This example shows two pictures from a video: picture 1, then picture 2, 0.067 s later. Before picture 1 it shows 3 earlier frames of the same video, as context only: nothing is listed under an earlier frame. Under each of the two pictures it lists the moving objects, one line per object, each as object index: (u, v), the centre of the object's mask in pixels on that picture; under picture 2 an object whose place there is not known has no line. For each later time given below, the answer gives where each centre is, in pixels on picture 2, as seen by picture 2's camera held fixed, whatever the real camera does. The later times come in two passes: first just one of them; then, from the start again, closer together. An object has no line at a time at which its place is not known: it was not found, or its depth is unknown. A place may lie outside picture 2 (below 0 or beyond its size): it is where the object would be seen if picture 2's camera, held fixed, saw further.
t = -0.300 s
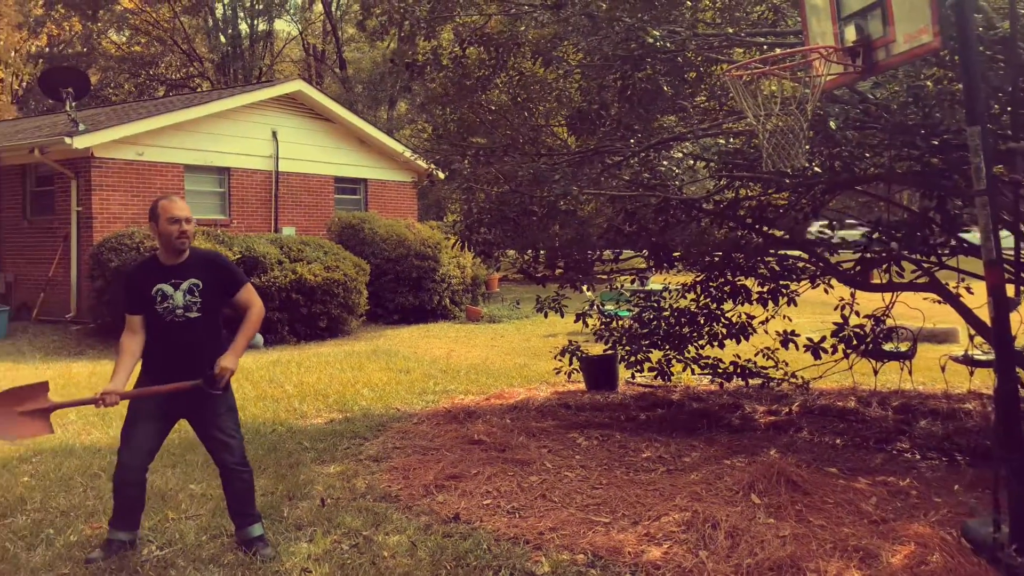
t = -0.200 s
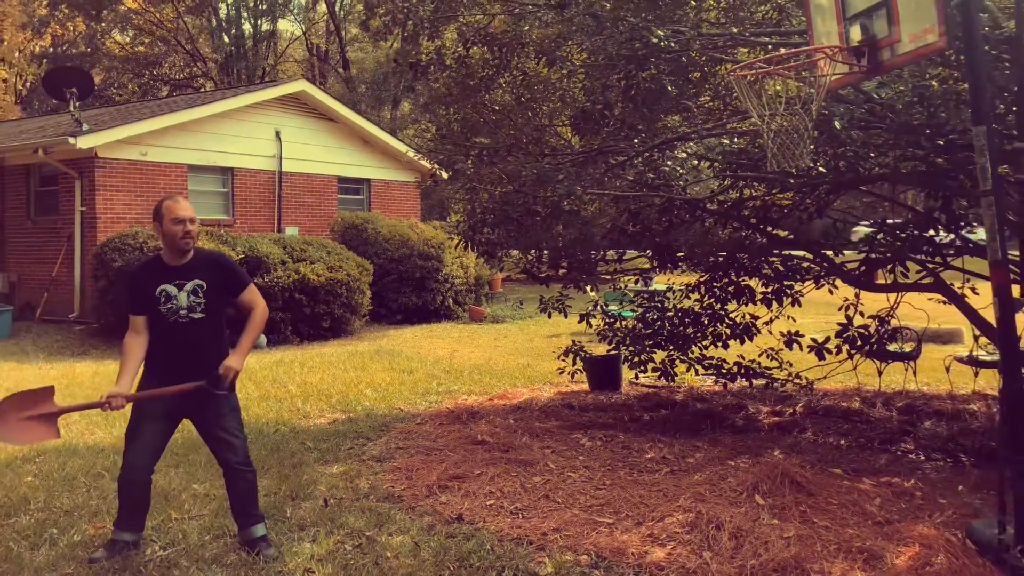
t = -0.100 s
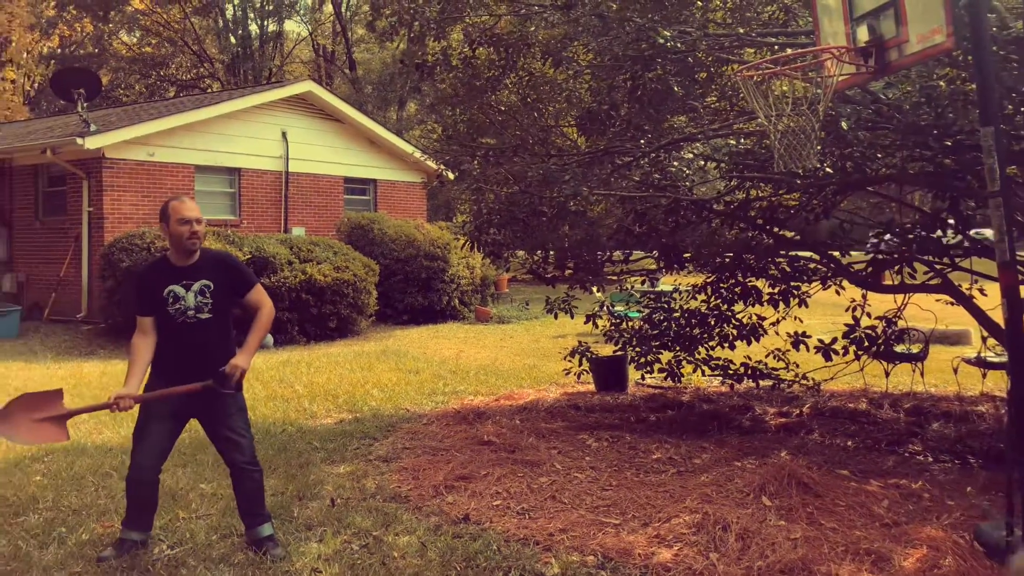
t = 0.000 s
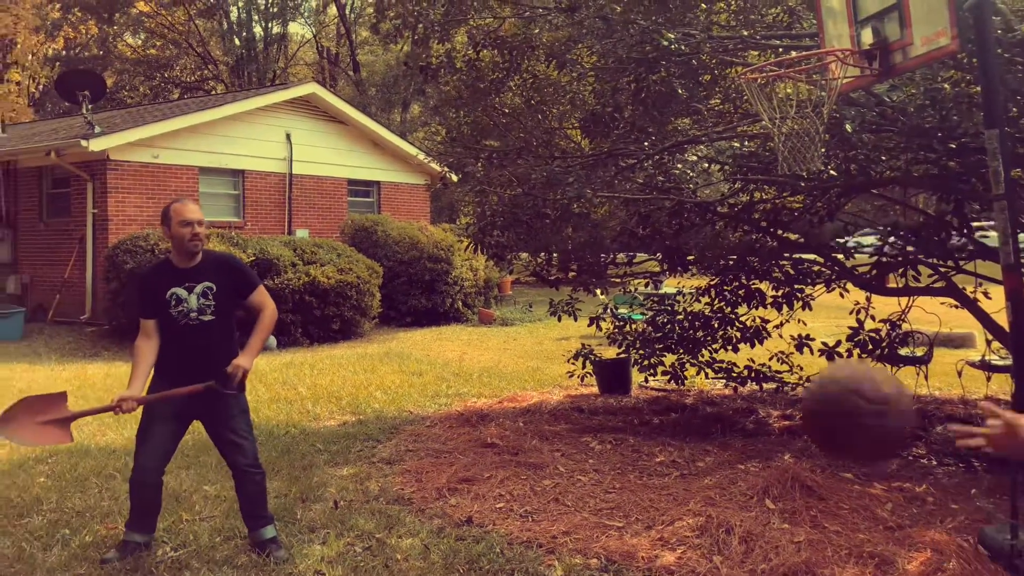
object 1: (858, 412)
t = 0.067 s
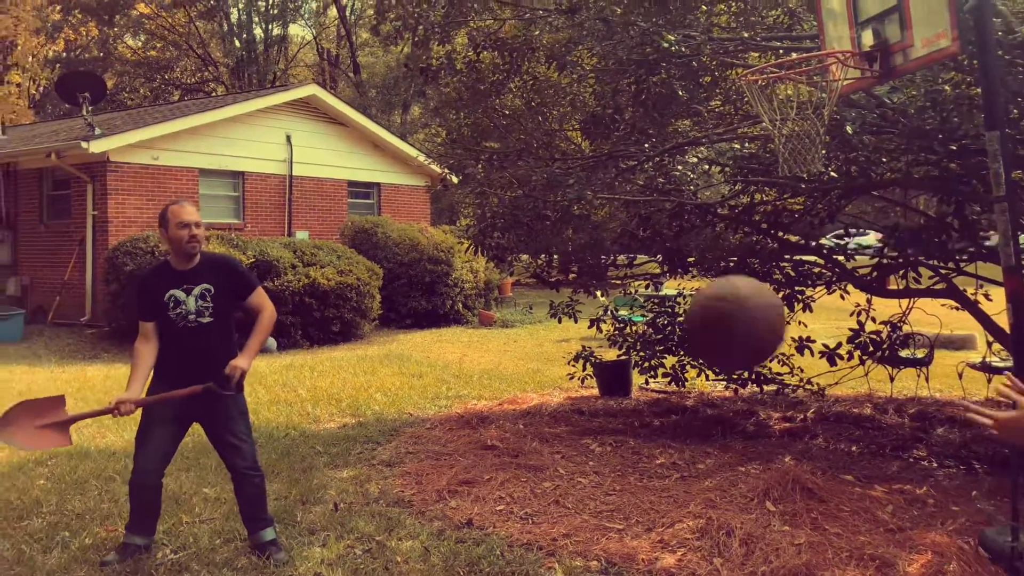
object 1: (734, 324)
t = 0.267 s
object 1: (457, 198)
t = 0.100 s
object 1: (681, 288)
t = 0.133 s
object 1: (628, 261)
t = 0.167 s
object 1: (581, 240)
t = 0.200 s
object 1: (539, 222)
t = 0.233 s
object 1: (497, 208)
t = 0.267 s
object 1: (457, 198)
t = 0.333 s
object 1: (383, 196)
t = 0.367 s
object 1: (349, 199)
